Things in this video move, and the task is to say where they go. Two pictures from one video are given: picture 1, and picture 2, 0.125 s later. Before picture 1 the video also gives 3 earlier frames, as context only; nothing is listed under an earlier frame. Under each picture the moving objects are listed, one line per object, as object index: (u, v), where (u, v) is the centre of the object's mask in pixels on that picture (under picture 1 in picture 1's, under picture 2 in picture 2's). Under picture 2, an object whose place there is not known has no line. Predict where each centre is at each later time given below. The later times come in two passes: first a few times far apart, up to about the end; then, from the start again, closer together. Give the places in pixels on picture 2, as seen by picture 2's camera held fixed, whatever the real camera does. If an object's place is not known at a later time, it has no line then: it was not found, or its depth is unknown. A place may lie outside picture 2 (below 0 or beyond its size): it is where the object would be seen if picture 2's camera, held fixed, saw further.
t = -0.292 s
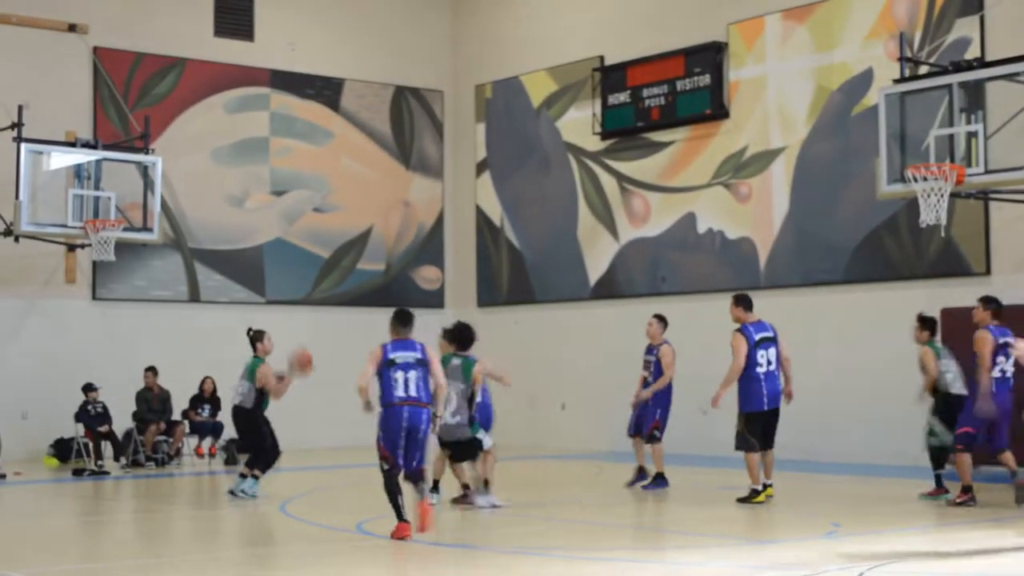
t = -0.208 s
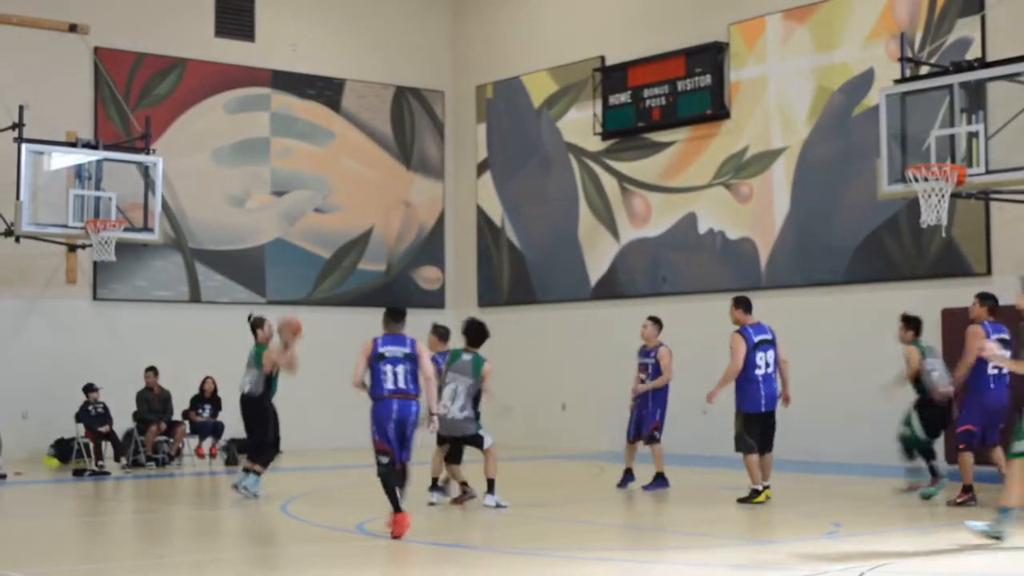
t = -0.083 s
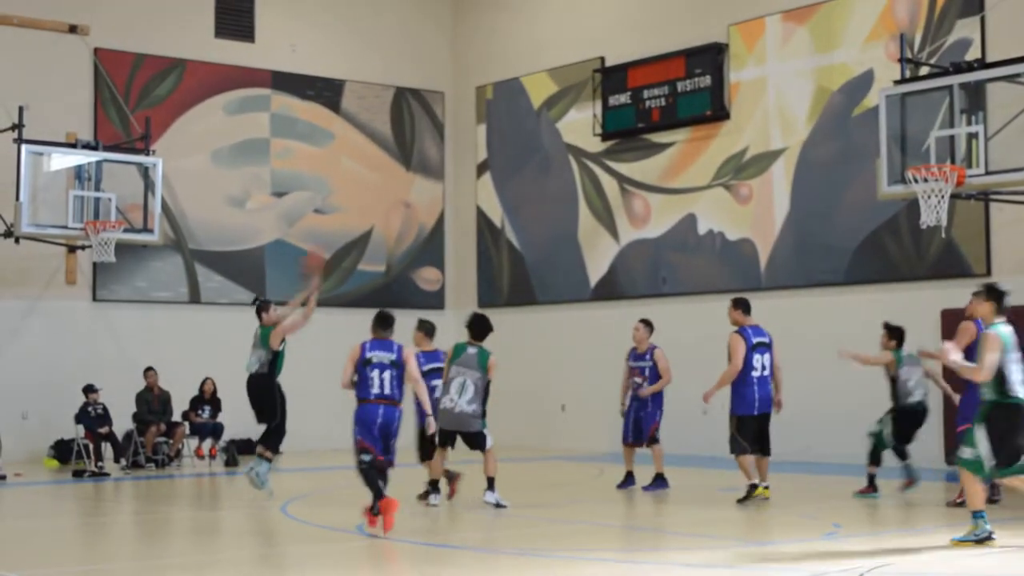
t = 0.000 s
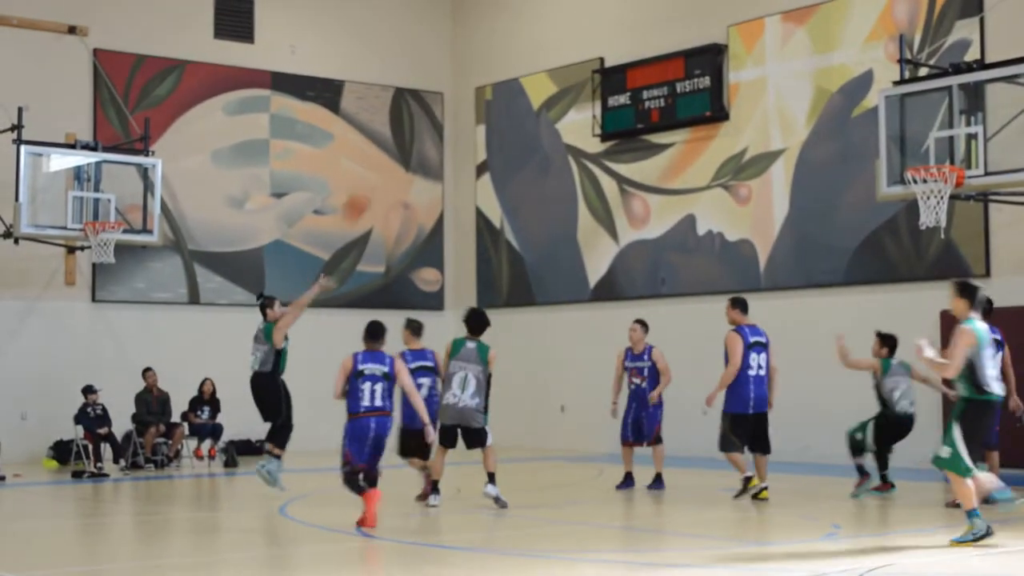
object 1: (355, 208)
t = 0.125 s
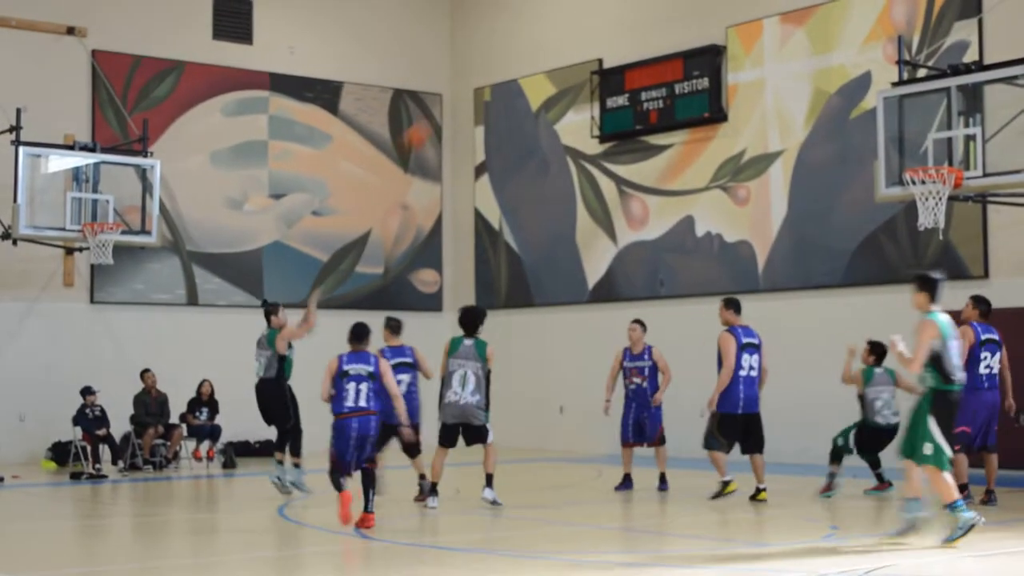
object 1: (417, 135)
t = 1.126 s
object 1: (909, 124)
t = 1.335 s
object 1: (951, 93)
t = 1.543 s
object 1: (965, 19)
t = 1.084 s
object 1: (890, 106)
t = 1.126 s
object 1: (909, 124)
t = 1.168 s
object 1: (931, 147)
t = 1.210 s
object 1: (944, 154)
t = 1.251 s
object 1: (946, 133)
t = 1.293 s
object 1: (949, 114)
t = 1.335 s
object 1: (951, 93)
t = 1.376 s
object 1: (954, 75)
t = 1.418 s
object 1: (957, 59)
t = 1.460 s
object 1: (958, 45)
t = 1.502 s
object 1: (961, 31)
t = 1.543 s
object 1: (965, 19)
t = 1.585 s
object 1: (967, 10)
